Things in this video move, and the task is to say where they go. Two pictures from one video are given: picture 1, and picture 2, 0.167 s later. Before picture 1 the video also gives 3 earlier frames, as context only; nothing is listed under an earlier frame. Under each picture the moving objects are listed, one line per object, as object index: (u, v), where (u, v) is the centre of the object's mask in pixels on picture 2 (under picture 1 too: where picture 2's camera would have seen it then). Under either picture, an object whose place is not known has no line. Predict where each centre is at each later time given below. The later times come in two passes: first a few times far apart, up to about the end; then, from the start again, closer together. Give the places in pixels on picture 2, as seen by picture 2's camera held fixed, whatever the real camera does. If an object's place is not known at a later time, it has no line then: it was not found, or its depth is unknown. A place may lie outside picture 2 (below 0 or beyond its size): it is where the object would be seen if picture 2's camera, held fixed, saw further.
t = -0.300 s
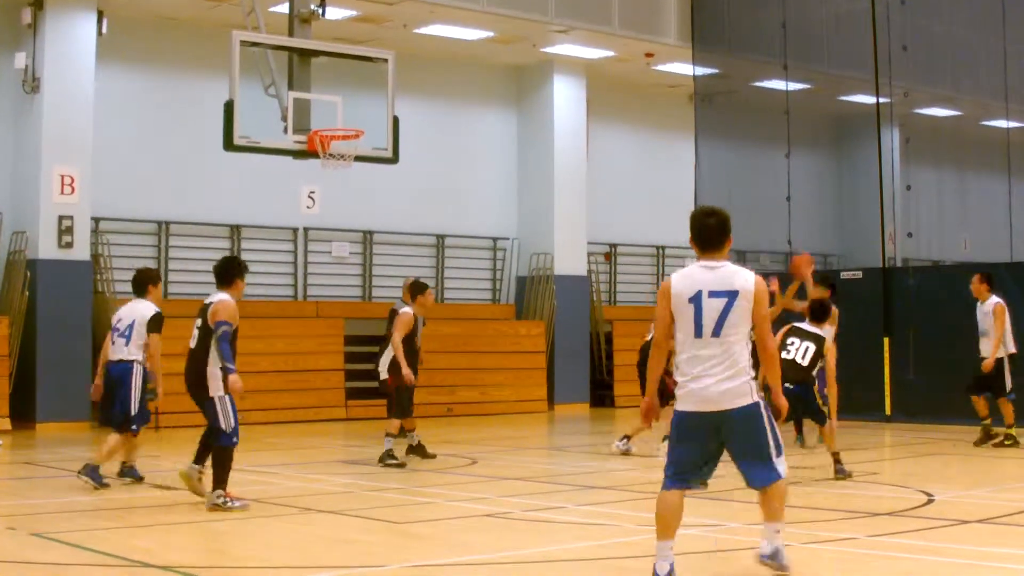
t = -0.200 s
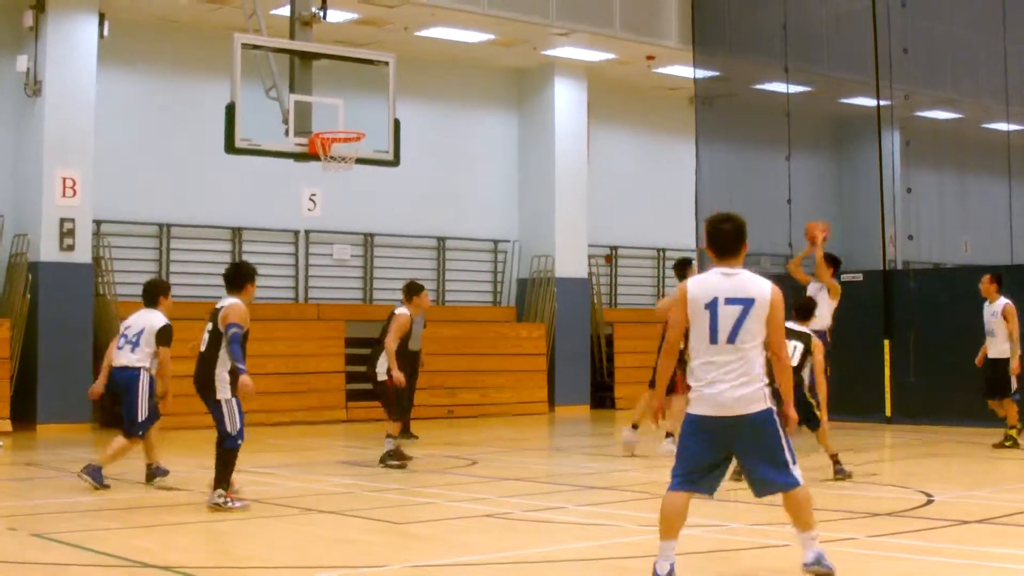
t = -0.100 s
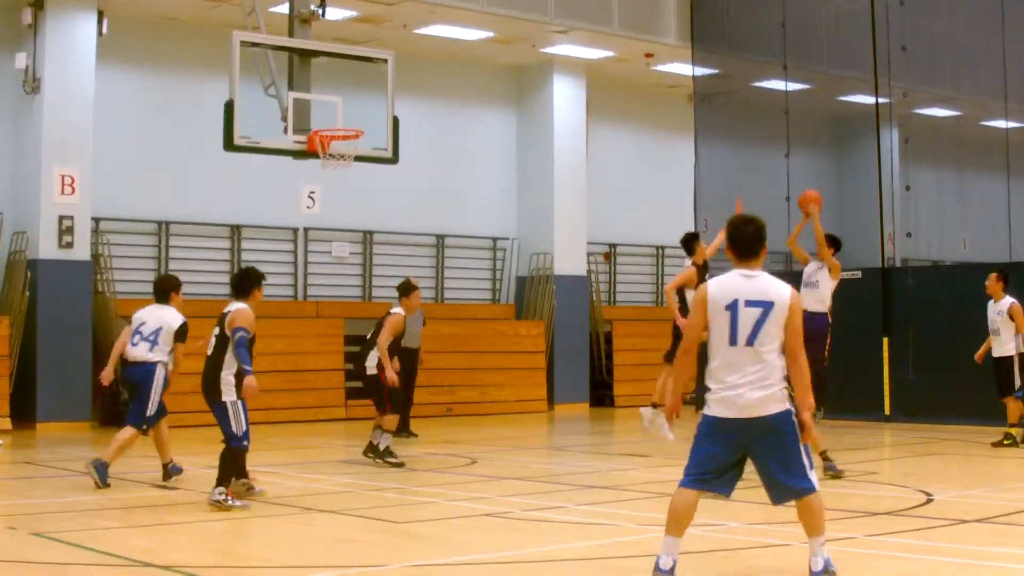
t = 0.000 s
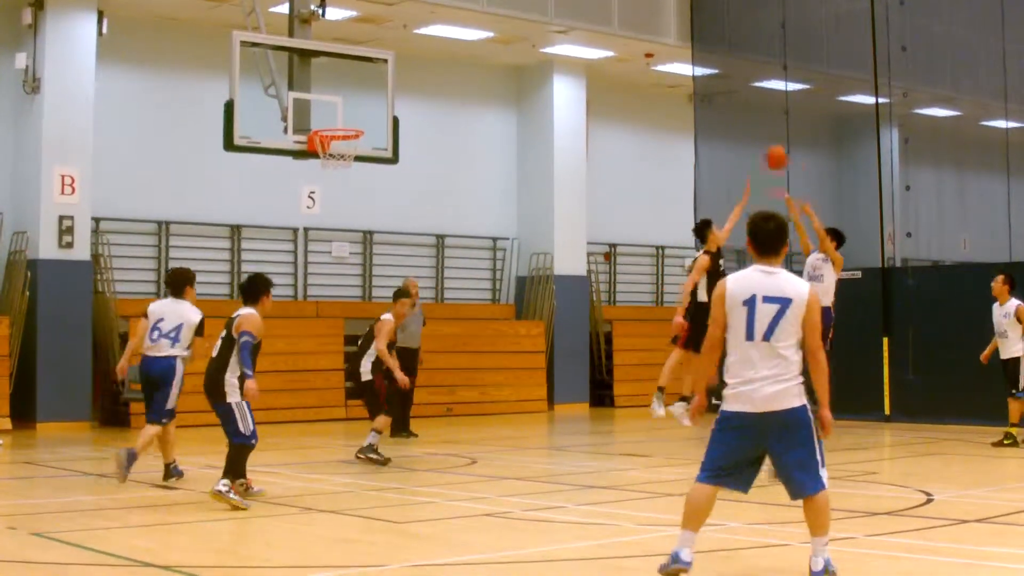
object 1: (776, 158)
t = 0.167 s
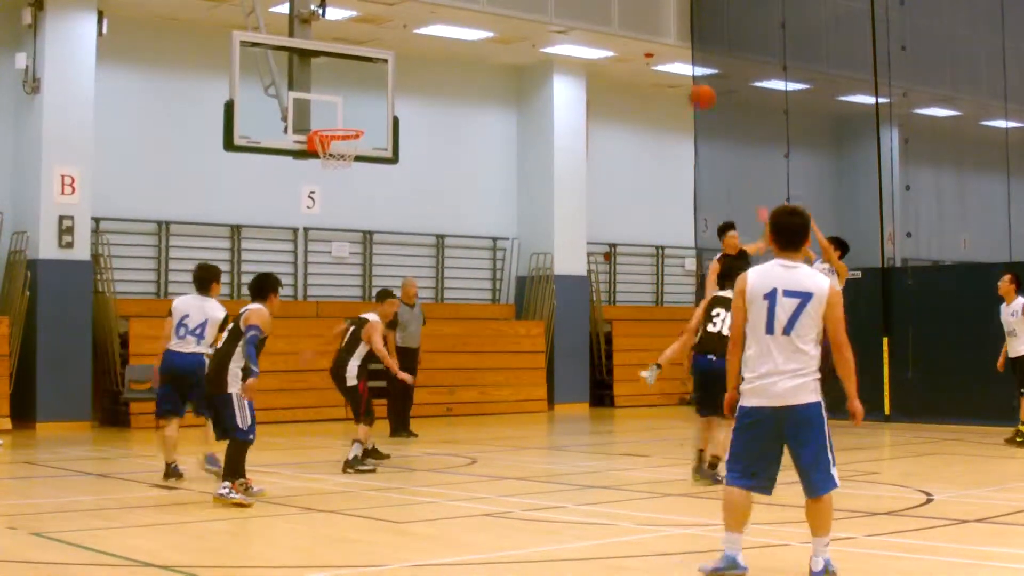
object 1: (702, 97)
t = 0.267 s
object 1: (655, 70)
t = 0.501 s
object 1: (548, 46)
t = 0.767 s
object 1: (421, 84)
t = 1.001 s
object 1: (372, 91)
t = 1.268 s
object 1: (383, 71)
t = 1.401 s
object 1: (388, 90)
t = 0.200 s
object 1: (687, 88)
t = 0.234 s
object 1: (671, 80)
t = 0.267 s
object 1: (655, 70)
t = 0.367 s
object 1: (611, 54)
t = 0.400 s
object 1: (595, 51)
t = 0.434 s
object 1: (580, 48)
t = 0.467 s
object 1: (564, 47)
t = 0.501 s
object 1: (548, 46)
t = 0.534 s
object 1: (532, 48)
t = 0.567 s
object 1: (517, 49)
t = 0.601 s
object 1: (502, 52)
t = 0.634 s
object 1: (486, 56)
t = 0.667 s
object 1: (470, 61)
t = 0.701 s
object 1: (454, 68)
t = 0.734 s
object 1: (437, 75)
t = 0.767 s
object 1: (421, 84)
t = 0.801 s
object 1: (405, 94)
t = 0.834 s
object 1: (388, 104)
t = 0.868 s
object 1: (372, 118)
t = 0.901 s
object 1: (367, 116)
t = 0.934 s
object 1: (369, 107)
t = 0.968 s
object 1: (370, 98)
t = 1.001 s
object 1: (372, 91)
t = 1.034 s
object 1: (374, 85)
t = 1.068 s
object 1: (374, 79)
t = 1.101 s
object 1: (376, 76)
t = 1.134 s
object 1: (378, 72)
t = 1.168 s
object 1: (379, 71)
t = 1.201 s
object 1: (380, 70)
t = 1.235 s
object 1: (382, 70)
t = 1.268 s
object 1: (383, 71)
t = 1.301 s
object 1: (385, 75)
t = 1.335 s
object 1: (386, 78)
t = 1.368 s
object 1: (388, 83)
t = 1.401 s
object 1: (388, 90)
